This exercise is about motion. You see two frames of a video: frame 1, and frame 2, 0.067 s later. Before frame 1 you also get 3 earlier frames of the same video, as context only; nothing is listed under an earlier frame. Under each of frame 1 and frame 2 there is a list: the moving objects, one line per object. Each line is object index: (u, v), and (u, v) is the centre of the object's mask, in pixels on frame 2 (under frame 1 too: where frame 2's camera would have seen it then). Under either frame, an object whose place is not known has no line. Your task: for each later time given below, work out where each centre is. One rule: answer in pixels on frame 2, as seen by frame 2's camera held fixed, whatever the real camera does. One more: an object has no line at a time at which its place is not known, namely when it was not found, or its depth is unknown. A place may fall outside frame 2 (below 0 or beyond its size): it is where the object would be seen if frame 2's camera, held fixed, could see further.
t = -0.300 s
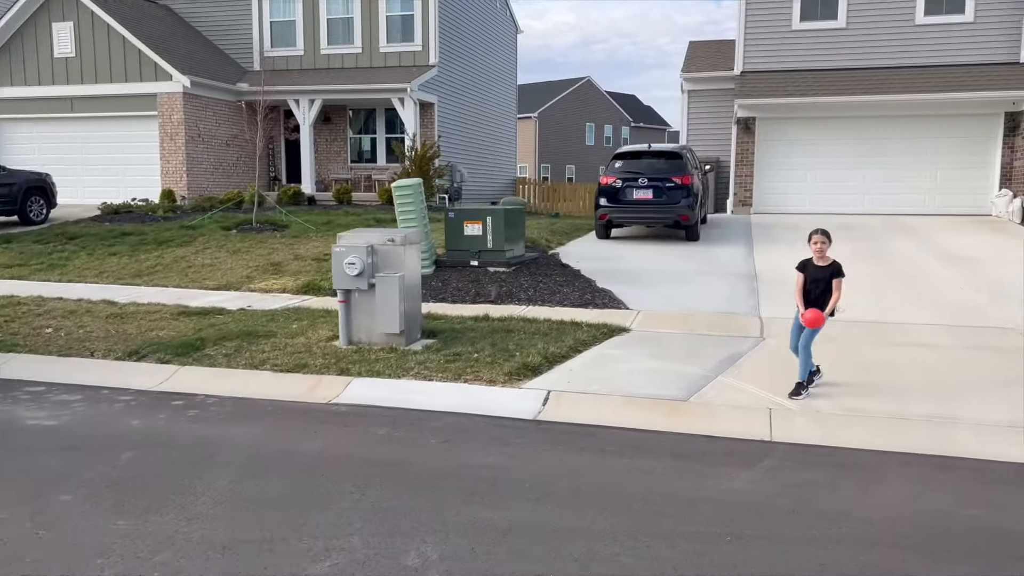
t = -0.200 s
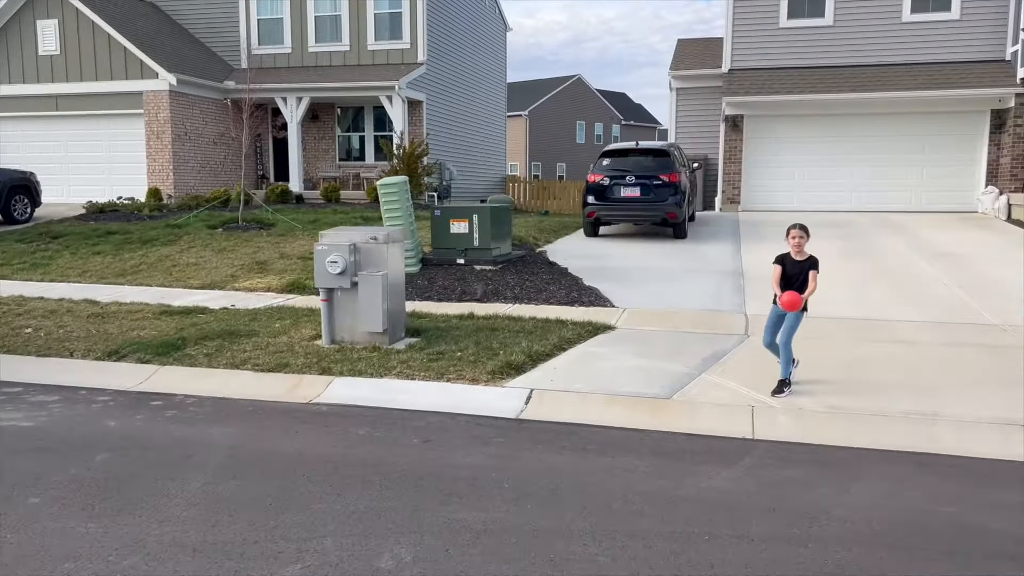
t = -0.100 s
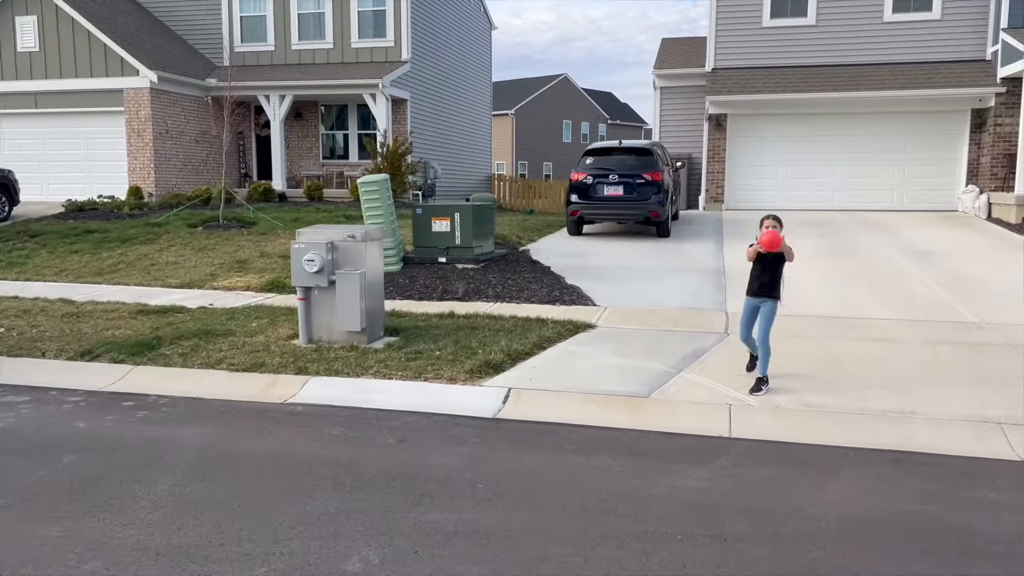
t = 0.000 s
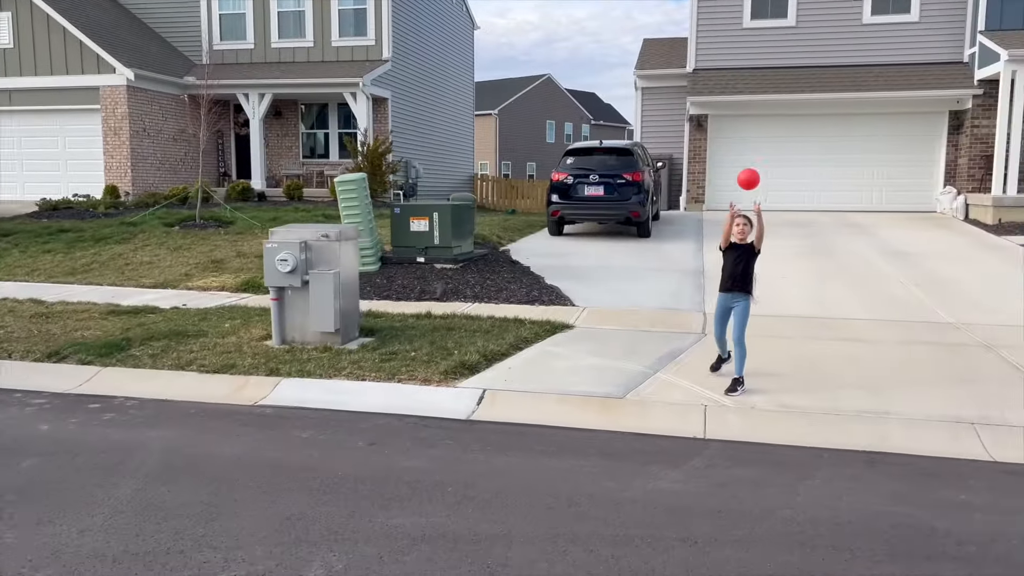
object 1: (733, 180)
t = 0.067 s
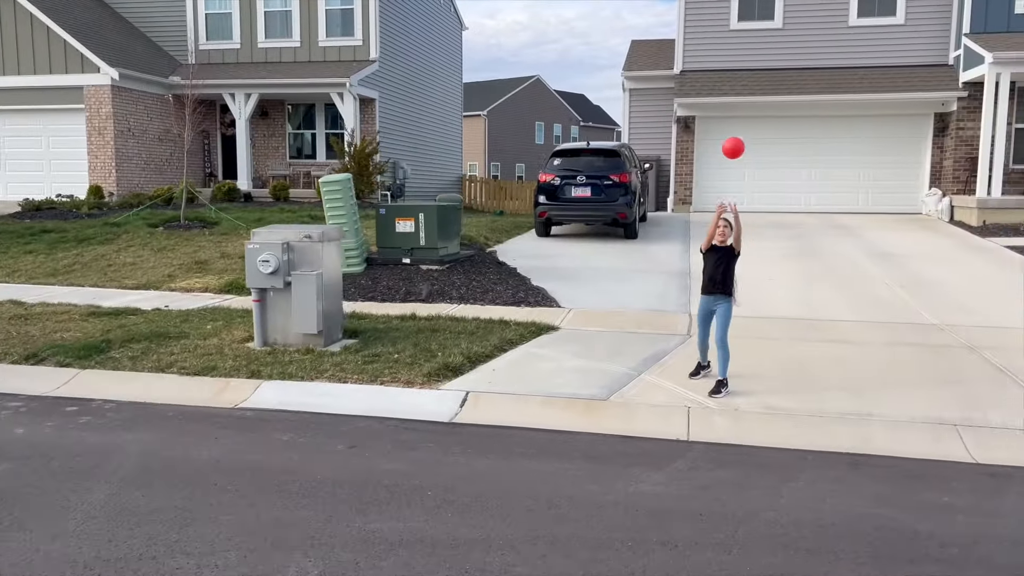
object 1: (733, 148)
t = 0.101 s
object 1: (733, 135)
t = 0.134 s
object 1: (733, 123)
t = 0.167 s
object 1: (730, 113)
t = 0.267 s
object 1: (724, 94)
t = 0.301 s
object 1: (722, 92)
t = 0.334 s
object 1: (720, 91)
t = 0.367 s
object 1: (717, 91)
